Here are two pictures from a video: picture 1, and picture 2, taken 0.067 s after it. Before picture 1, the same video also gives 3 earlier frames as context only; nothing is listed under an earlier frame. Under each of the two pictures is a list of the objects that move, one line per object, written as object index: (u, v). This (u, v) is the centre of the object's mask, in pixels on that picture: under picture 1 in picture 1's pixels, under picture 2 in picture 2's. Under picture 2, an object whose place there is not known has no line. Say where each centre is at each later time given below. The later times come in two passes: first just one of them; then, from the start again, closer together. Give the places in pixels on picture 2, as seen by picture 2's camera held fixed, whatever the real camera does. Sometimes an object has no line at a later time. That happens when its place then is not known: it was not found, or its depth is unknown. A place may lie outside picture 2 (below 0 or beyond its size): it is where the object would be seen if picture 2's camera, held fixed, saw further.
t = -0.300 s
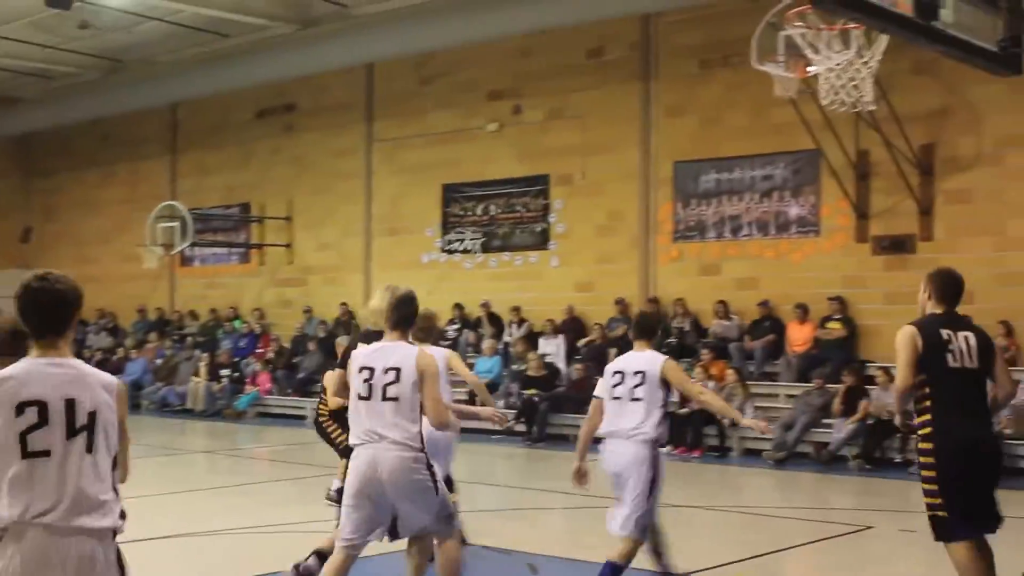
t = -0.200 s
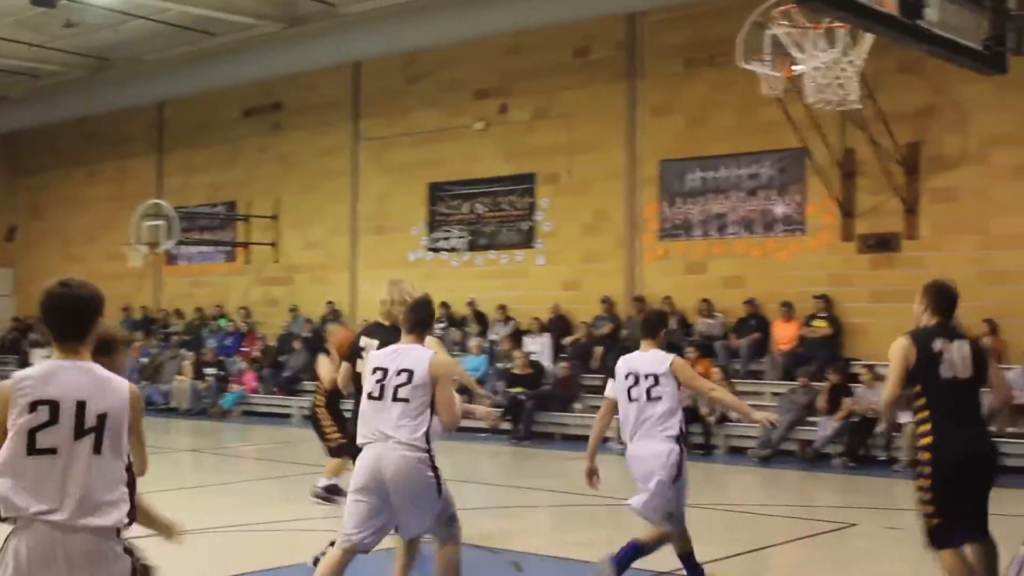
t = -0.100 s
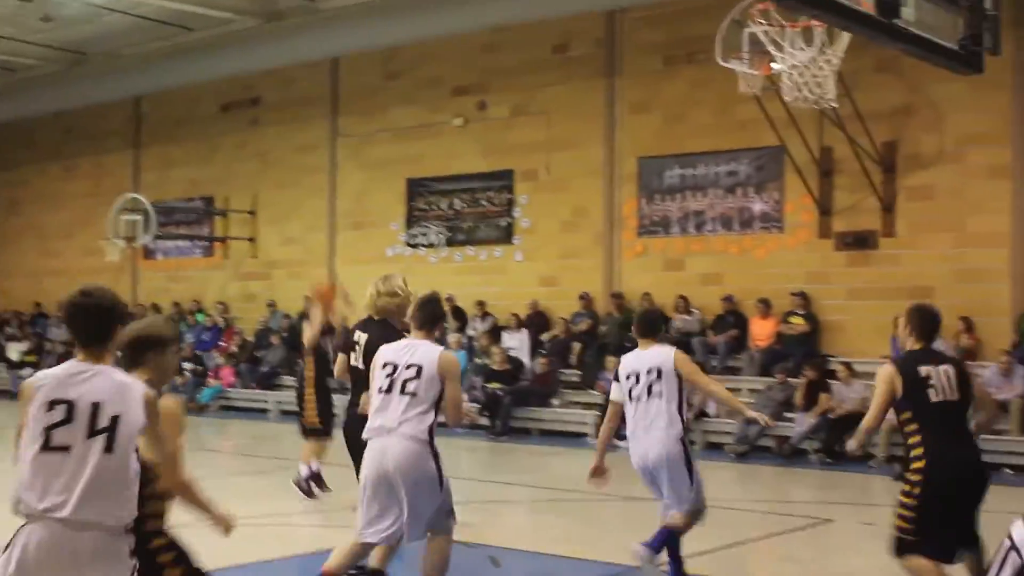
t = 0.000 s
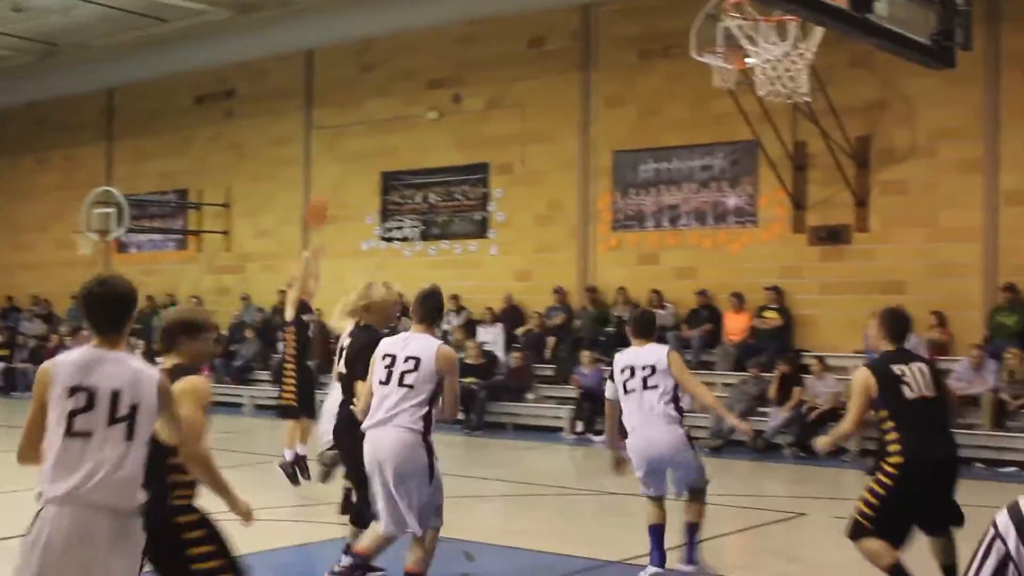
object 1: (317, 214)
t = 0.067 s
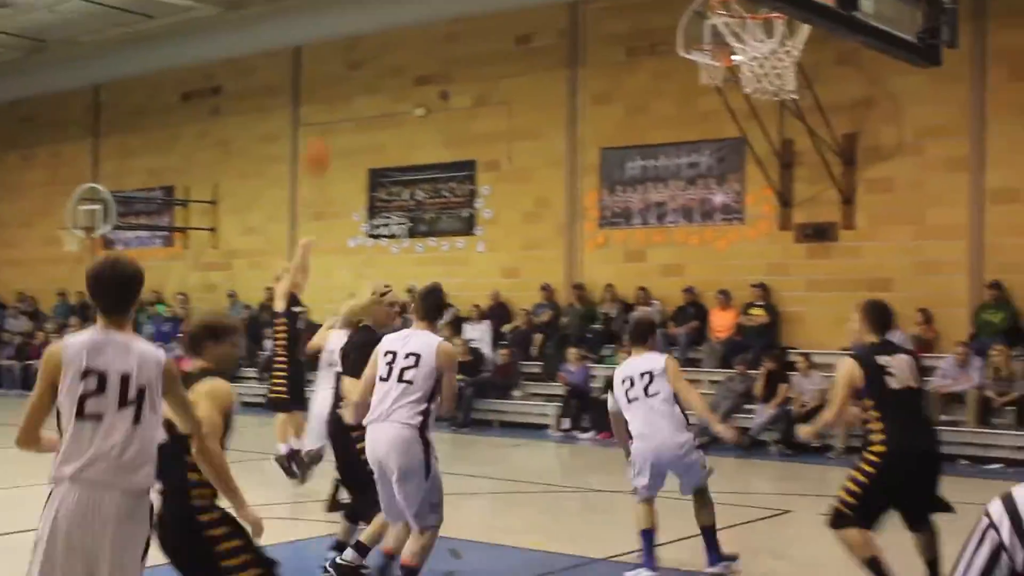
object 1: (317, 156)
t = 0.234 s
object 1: (352, 37)
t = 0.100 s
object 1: (322, 132)
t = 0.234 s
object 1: (352, 37)
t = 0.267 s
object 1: (359, 16)
